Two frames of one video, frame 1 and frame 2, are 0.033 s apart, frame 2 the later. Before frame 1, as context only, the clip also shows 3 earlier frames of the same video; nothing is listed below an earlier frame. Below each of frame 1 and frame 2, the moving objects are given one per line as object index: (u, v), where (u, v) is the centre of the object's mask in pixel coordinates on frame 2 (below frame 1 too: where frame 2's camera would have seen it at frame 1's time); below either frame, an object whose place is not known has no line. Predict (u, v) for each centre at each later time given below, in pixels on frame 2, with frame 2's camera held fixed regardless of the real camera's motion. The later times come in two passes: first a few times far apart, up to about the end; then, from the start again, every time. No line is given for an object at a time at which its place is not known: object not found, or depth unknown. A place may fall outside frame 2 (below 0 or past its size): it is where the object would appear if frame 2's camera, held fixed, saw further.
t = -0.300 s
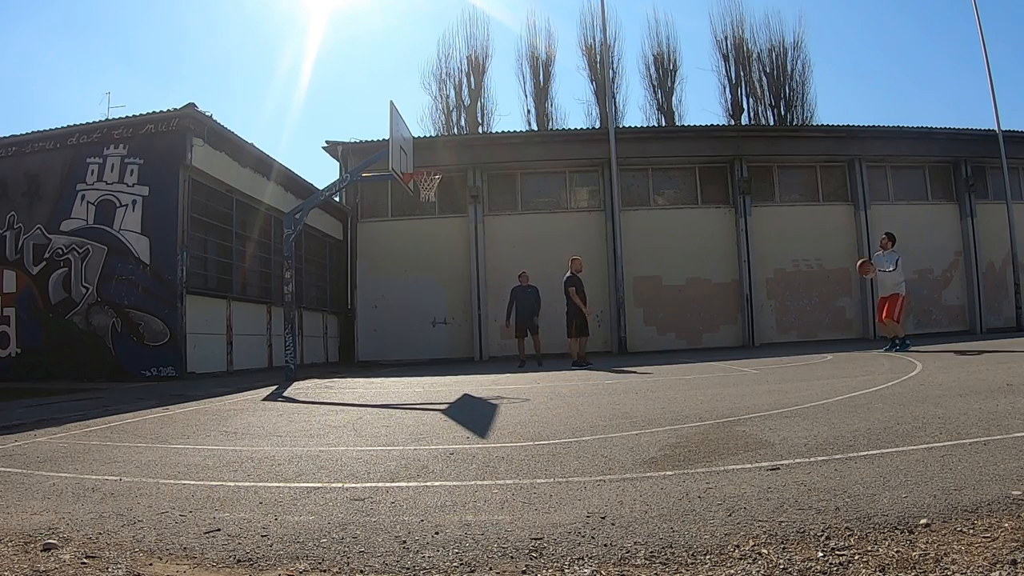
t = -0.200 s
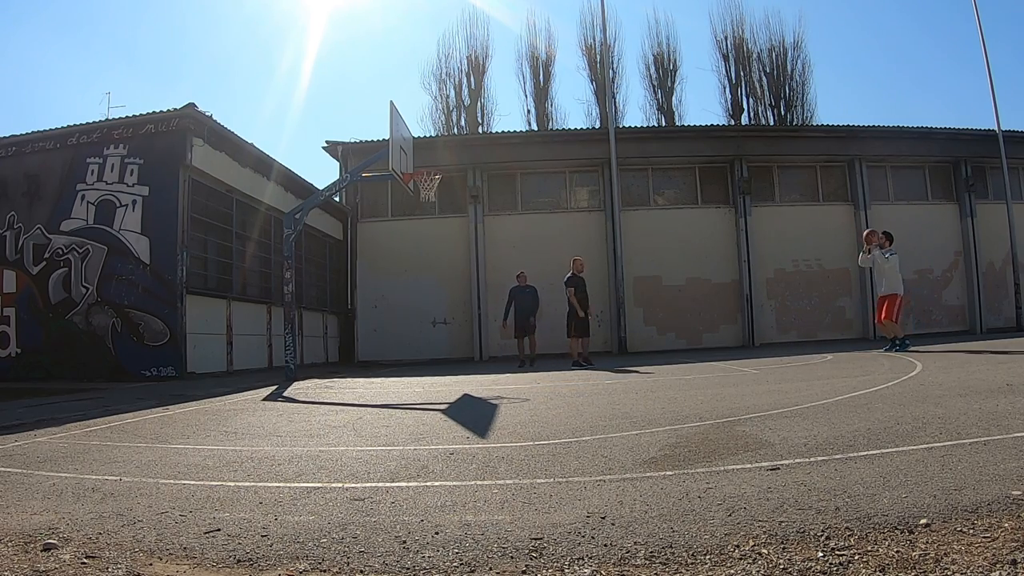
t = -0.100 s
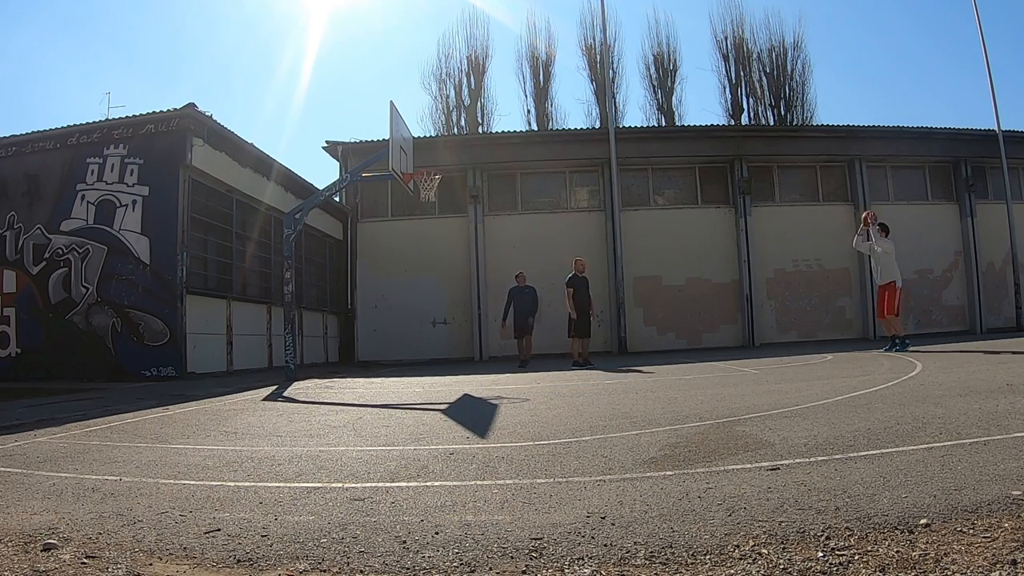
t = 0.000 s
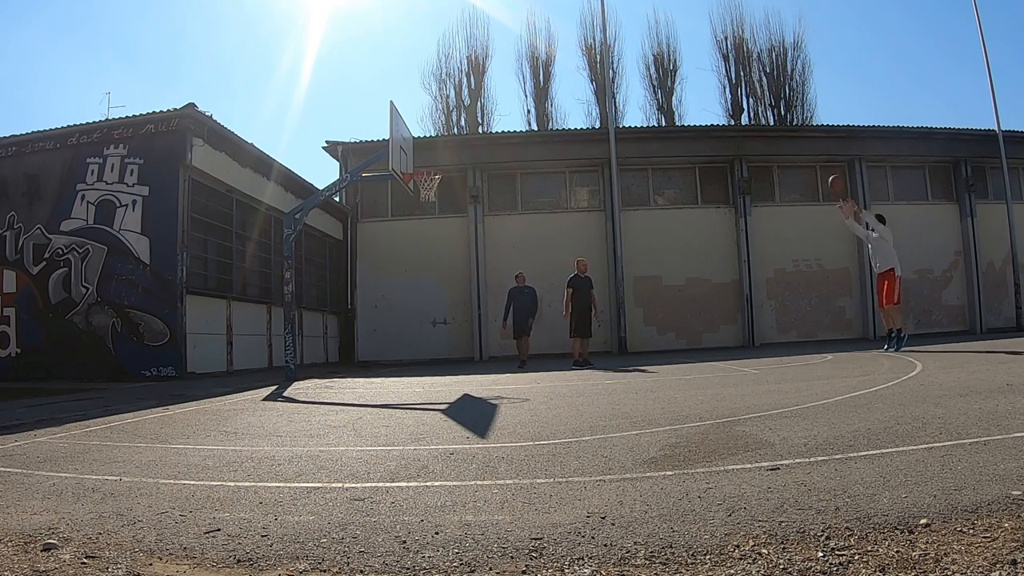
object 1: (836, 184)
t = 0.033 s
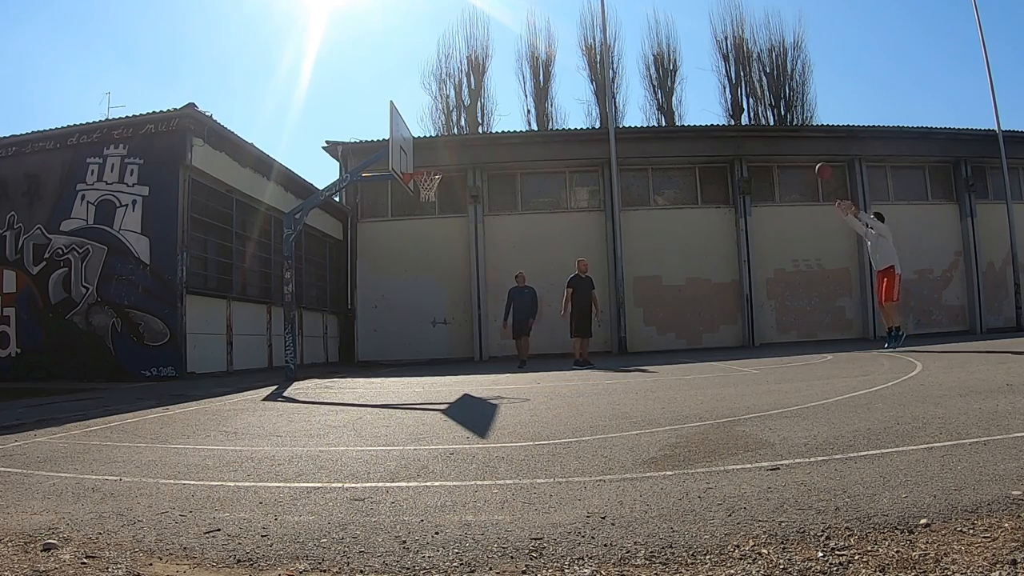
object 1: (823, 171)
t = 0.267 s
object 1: (735, 108)
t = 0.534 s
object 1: (636, 79)
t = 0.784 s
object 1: (550, 94)
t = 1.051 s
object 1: (463, 151)
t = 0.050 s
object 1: (817, 164)
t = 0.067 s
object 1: (811, 159)
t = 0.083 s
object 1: (803, 153)
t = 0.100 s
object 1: (797, 148)
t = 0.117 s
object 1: (791, 144)
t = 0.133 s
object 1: (784, 138)
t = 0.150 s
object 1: (778, 133)
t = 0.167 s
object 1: (772, 129)
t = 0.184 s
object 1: (765, 125)
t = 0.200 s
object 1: (759, 120)
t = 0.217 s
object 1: (751, 118)
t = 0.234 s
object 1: (746, 114)
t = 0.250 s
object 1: (739, 110)
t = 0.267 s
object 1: (735, 108)
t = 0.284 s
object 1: (728, 104)
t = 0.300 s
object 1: (721, 101)
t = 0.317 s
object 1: (715, 98)
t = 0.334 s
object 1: (709, 96)
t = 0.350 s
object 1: (702, 93)
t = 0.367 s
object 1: (696, 91)
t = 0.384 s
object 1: (690, 89)
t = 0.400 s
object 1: (684, 87)
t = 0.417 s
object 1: (678, 86)
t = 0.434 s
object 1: (672, 84)
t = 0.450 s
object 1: (666, 83)
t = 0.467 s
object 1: (659, 82)
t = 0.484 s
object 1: (655, 82)
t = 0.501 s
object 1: (648, 80)
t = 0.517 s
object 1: (642, 80)
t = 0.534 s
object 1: (636, 79)
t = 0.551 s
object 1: (630, 79)
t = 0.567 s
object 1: (625, 79)
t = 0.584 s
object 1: (619, 79)
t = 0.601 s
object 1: (613, 80)
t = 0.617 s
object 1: (606, 80)
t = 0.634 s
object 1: (601, 81)
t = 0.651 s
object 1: (596, 82)
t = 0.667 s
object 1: (589, 83)
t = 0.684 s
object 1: (584, 84)
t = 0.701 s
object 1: (578, 85)
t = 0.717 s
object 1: (572, 87)
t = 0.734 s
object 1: (567, 88)
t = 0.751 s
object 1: (561, 90)
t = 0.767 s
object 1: (556, 92)
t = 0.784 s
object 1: (550, 94)
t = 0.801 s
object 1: (544, 96)
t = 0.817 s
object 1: (534, 97)
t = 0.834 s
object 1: (531, 102)
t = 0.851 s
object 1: (528, 105)
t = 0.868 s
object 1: (522, 108)
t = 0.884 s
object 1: (516, 111)
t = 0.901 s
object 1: (511, 114)
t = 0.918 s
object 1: (506, 117)
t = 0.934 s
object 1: (500, 121)
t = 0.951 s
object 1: (494, 126)
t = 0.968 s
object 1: (490, 128)
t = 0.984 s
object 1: (483, 131)
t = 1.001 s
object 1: (479, 137)
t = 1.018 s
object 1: (473, 142)
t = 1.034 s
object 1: (467, 146)
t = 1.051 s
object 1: (463, 151)
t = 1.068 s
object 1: (456, 156)
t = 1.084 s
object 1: (452, 161)
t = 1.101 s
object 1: (446, 167)
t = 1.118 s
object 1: (441, 170)
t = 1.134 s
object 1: (442, 169)
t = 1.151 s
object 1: (442, 168)
